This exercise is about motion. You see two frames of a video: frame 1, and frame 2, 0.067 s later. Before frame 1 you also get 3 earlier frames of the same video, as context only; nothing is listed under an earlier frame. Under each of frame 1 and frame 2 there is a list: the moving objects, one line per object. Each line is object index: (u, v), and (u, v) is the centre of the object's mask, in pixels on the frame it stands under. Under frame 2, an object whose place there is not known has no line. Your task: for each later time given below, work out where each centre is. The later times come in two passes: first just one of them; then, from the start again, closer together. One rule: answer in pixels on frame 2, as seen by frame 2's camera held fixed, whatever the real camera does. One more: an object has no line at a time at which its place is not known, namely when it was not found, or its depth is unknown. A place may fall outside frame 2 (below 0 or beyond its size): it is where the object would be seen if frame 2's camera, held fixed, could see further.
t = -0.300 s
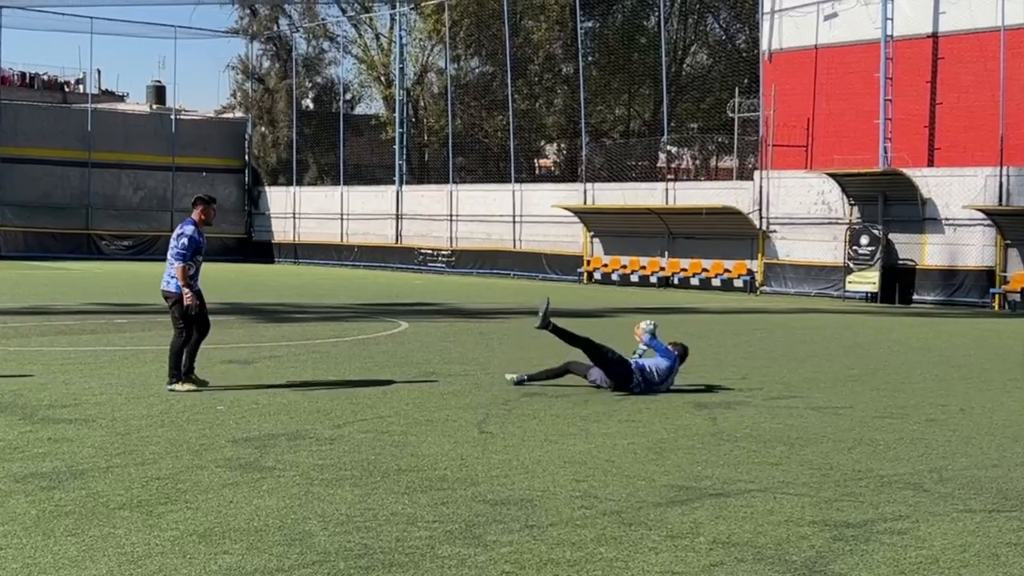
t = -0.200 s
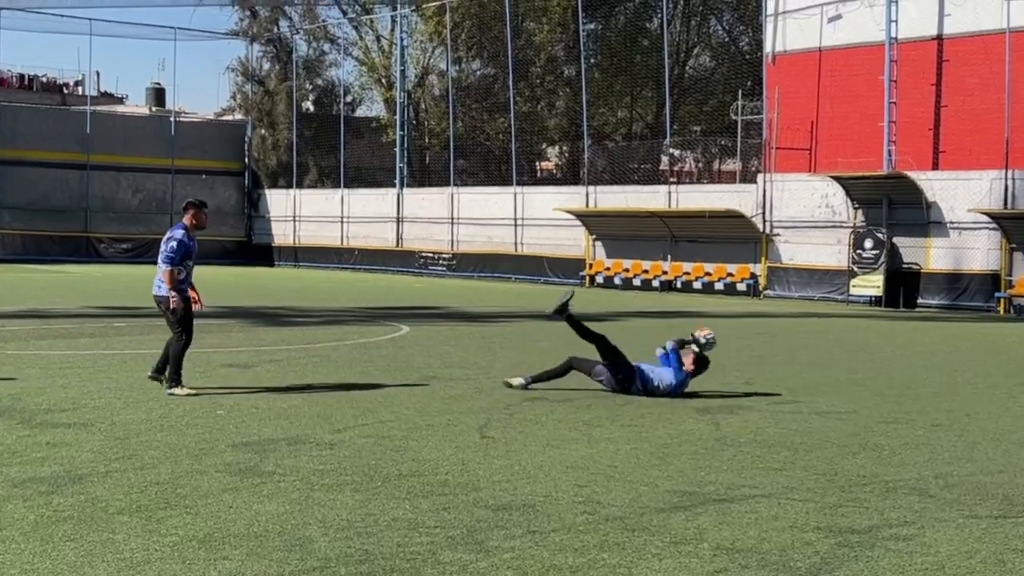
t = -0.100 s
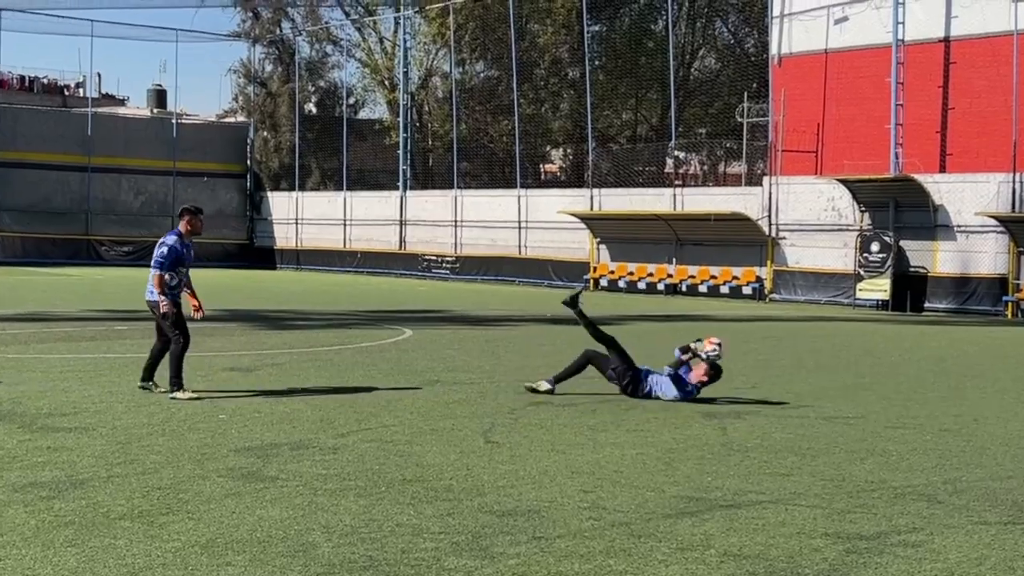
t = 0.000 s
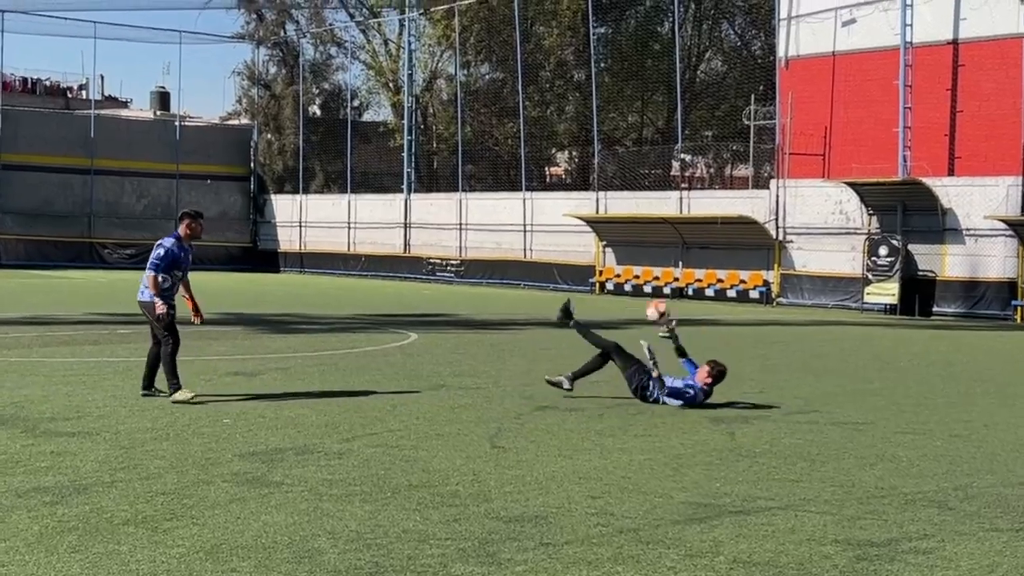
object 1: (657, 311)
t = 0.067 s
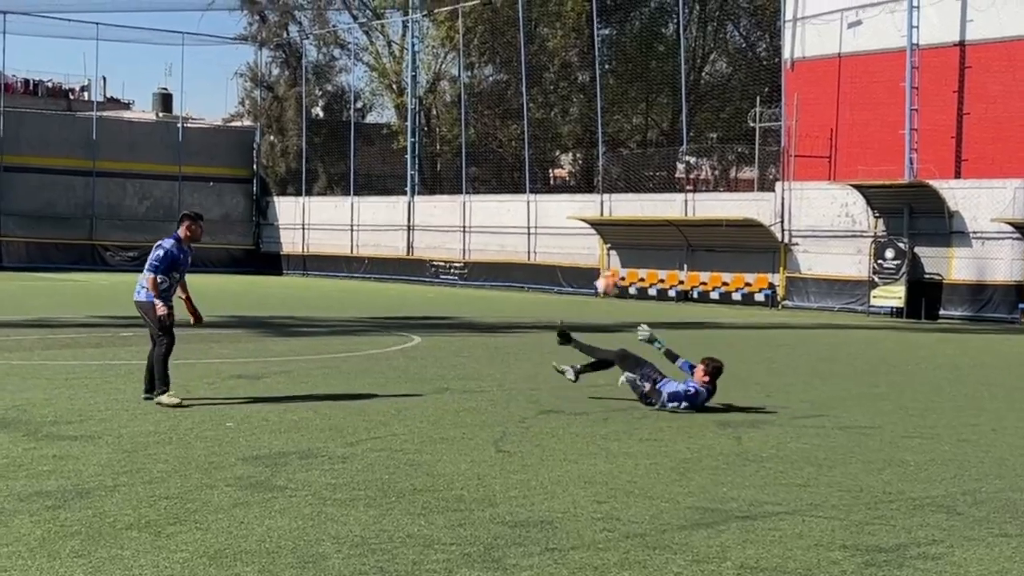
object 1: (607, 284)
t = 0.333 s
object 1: (403, 217)
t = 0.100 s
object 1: (583, 271)
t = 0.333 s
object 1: (403, 217)
